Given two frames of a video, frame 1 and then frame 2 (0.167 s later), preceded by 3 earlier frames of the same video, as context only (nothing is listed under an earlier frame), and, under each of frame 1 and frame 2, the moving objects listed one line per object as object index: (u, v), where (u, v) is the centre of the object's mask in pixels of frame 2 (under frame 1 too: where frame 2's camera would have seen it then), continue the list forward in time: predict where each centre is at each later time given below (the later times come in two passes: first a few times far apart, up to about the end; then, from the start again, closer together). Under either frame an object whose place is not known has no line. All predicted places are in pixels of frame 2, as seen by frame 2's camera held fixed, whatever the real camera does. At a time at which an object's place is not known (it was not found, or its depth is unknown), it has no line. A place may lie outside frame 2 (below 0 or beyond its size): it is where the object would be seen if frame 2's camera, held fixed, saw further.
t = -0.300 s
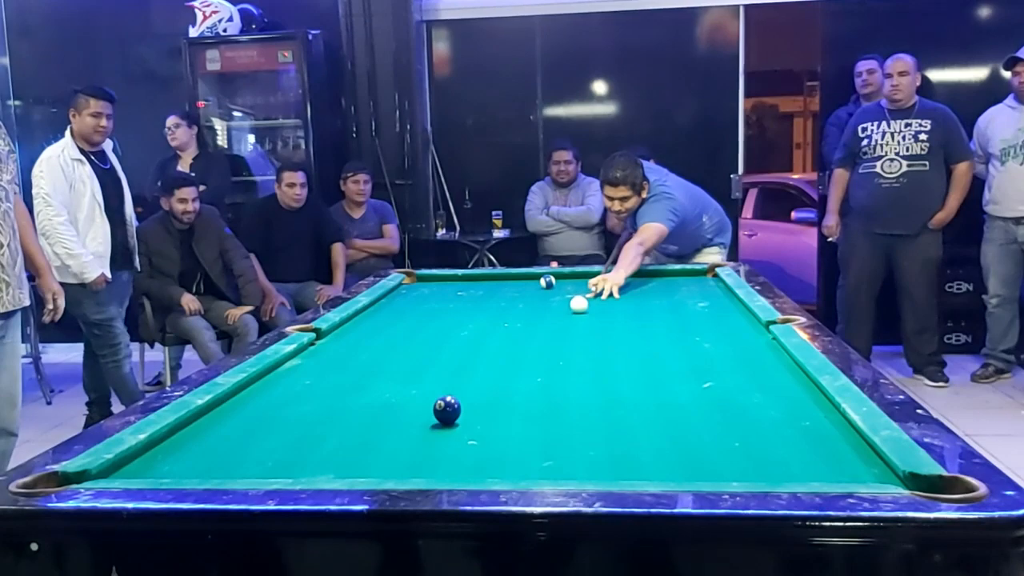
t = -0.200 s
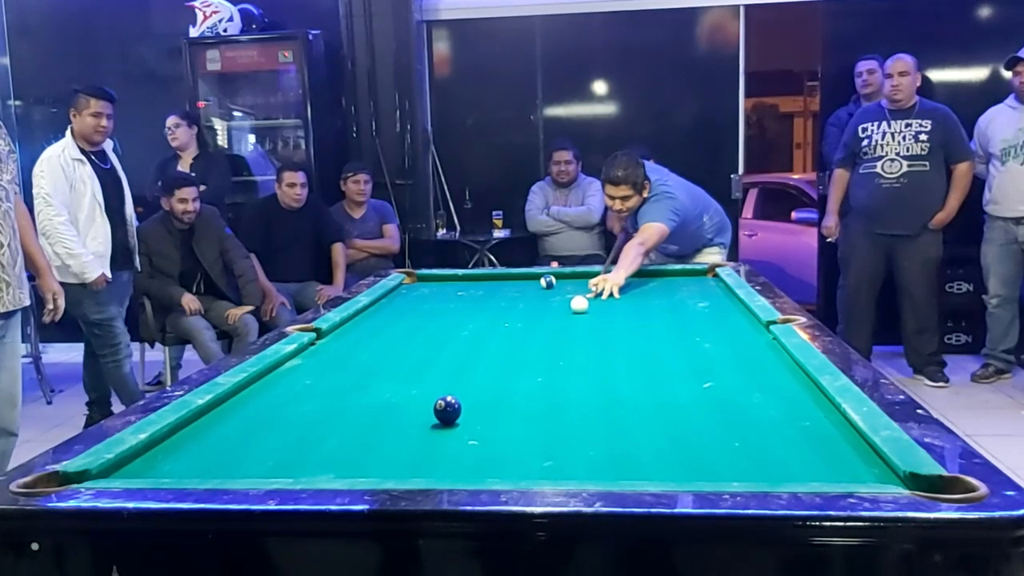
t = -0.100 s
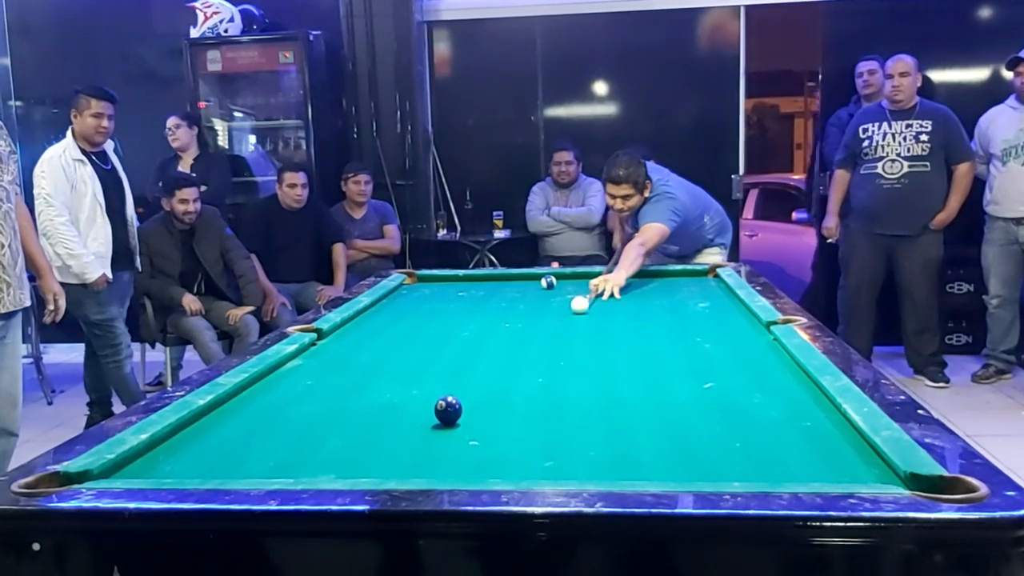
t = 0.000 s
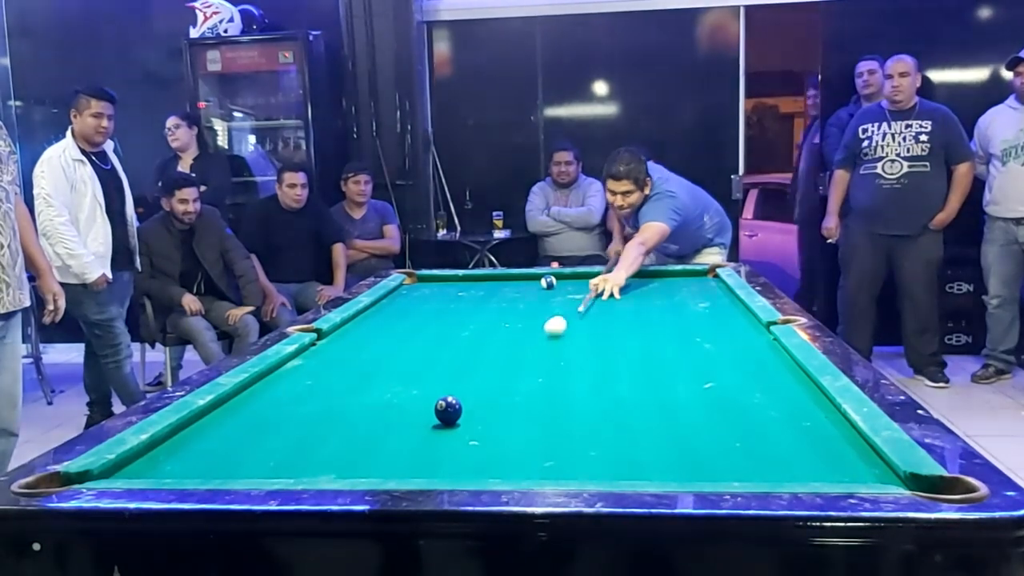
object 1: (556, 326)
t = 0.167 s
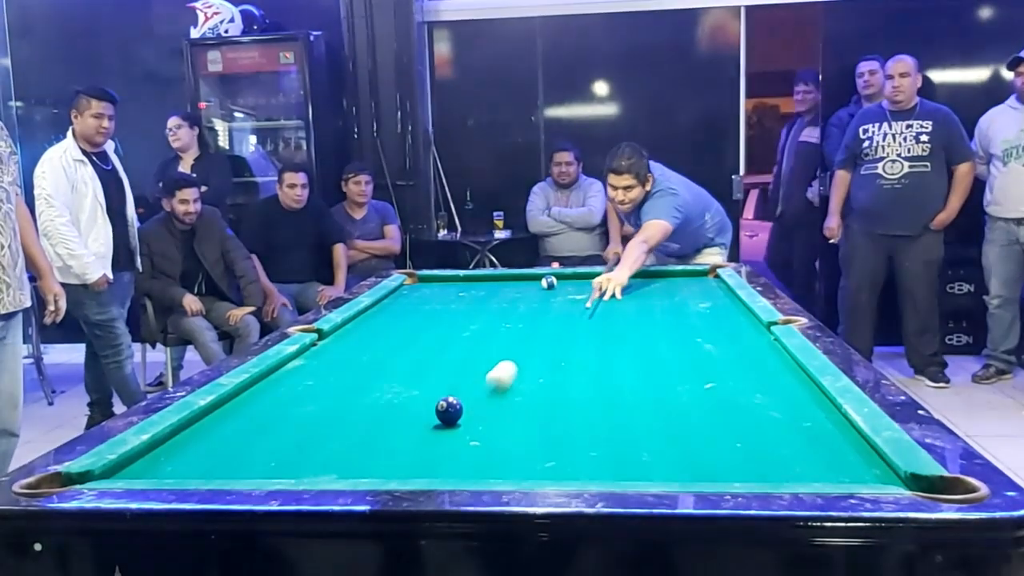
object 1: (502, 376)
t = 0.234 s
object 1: (477, 402)
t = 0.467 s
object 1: (610, 453)
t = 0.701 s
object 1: (777, 460)
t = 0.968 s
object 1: (769, 425)
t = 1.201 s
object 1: (659, 400)
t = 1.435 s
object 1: (569, 380)
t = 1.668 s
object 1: (498, 365)
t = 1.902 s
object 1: (439, 352)
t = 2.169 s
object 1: (385, 340)
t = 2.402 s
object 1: (345, 331)
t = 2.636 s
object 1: (368, 325)
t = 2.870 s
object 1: (398, 320)
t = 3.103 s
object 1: (424, 316)
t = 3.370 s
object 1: (450, 311)
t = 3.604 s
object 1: (469, 308)
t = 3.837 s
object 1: (486, 305)
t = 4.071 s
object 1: (500, 302)
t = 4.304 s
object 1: (513, 300)
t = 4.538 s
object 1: (523, 299)
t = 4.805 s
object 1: (531, 297)
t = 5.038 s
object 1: (536, 296)
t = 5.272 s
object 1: (539, 295)
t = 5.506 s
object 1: (540, 295)
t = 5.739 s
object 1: (541, 295)
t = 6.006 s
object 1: (541, 295)
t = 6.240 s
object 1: (541, 295)
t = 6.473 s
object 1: (541, 295)
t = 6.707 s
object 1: (541, 295)
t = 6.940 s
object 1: (541, 295)
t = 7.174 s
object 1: (541, 295)
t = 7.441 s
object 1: (541, 295)
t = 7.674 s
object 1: (540, 295)
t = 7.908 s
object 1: (540, 294)
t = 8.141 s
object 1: (540, 295)
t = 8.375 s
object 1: (540, 295)
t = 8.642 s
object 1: (540, 295)
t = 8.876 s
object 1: (541, 295)
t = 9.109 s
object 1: (541, 295)
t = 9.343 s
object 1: (540, 295)
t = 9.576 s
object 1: (541, 295)
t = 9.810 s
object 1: (541, 295)
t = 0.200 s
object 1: (488, 389)
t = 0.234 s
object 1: (477, 402)
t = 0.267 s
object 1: (492, 410)
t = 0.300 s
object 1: (512, 417)
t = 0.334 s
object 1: (531, 424)
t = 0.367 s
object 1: (551, 432)
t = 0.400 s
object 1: (571, 439)
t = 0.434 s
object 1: (590, 446)
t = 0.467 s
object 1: (610, 453)
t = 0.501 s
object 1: (632, 461)
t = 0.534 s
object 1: (653, 466)
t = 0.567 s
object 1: (676, 472)
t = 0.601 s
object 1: (704, 471)
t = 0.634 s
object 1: (729, 467)
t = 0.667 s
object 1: (753, 463)
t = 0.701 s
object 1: (777, 460)
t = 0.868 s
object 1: (829, 437)
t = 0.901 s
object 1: (807, 433)
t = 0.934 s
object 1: (787, 429)
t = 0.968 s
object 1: (769, 425)
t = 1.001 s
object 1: (752, 421)
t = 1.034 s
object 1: (735, 418)
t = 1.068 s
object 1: (718, 414)
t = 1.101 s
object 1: (702, 410)
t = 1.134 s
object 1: (688, 407)
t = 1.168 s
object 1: (673, 404)
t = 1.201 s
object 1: (659, 400)
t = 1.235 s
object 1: (644, 397)
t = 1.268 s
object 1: (632, 394)
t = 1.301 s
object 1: (617, 391)
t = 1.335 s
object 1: (604, 388)
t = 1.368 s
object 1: (592, 385)
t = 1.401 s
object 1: (580, 382)
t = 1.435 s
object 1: (569, 380)
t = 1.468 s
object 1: (558, 378)
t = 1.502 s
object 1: (548, 375)
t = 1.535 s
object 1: (537, 373)
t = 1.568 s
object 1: (527, 370)
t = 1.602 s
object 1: (517, 368)
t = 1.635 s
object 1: (508, 366)
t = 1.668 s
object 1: (498, 365)
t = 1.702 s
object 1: (488, 363)
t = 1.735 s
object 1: (480, 361)
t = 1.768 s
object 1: (471, 359)
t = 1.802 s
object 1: (462, 357)
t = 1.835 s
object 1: (454, 356)
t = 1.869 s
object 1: (446, 353)
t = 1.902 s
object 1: (439, 352)
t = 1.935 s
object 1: (431, 350)
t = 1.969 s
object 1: (424, 349)
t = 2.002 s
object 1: (417, 347)
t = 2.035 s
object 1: (410, 346)
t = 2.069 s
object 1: (403, 344)
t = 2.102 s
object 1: (397, 343)
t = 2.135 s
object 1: (390, 341)
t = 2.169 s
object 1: (385, 340)
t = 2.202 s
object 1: (379, 338)
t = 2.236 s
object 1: (373, 337)
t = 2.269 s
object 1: (367, 336)
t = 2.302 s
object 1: (361, 335)
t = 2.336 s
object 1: (355, 333)
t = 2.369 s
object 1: (350, 332)
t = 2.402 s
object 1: (345, 331)
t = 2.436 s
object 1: (340, 330)
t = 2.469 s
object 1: (343, 328)
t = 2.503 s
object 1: (349, 327)
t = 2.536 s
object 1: (354, 327)
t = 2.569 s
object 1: (358, 326)
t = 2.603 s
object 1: (363, 326)
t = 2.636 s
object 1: (368, 325)
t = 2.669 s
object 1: (372, 324)
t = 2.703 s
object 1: (376, 323)
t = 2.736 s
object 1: (381, 323)
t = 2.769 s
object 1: (385, 322)
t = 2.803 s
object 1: (390, 321)
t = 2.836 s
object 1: (393, 321)
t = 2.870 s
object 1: (398, 320)
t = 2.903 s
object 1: (401, 319)
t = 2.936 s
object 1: (405, 319)
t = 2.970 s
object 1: (409, 318)
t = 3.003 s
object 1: (413, 317)
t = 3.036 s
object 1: (417, 317)
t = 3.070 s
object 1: (420, 316)
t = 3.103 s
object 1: (424, 316)
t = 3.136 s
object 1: (427, 315)
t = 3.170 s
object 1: (431, 315)
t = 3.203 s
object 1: (434, 314)
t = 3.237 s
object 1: (437, 313)
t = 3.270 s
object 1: (440, 313)
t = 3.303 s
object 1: (444, 312)
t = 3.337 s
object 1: (447, 312)
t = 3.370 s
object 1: (450, 311)
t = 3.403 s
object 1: (453, 311)
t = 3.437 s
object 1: (455, 310)
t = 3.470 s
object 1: (458, 310)
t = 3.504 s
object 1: (461, 309)
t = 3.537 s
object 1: (464, 309)
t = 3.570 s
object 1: (467, 309)
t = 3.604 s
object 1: (469, 308)
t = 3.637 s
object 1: (472, 307)
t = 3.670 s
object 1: (474, 307)
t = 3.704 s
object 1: (477, 307)
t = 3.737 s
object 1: (479, 306)
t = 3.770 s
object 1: (482, 306)
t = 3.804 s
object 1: (484, 305)
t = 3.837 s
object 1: (486, 305)
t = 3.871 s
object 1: (488, 305)
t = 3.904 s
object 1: (490, 304)
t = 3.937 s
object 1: (493, 304)
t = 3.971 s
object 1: (495, 304)
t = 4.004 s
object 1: (497, 303)
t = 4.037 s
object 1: (498, 303)
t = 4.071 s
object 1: (500, 302)
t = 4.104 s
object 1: (502, 302)
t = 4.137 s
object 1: (504, 302)
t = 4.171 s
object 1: (506, 301)
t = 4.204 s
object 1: (508, 301)
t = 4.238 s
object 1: (509, 301)
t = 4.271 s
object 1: (511, 301)
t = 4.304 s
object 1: (513, 300)
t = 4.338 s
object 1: (514, 300)
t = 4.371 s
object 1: (516, 300)
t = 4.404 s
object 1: (517, 299)
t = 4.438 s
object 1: (518, 299)
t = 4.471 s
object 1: (520, 299)
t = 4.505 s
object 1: (521, 299)
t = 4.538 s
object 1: (523, 299)
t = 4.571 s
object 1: (524, 298)
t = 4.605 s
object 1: (525, 298)
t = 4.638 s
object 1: (526, 298)
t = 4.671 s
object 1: (527, 298)
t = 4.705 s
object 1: (528, 298)
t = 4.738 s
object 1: (529, 298)
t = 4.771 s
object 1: (530, 297)
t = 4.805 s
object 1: (531, 297)
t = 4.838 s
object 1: (532, 297)
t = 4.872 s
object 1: (533, 297)
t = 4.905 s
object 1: (533, 297)
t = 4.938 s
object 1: (534, 296)
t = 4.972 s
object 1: (535, 296)
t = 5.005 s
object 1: (536, 296)
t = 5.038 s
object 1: (536, 296)
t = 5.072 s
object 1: (537, 296)
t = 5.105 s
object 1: (537, 296)
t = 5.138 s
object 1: (538, 296)
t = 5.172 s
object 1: (538, 296)
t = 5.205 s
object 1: (538, 295)
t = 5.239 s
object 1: (539, 295)
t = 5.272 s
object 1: (539, 295)
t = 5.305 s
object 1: (540, 295)
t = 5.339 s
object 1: (540, 295)
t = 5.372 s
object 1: (540, 295)
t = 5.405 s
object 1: (540, 295)
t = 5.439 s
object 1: (540, 295)
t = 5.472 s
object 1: (541, 295)
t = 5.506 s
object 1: (540, 295)
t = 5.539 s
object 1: (541, 295)
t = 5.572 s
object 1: (541, 295)
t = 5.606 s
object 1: (541, 295)
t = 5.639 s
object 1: (541, 295)
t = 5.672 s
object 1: (541, 295)
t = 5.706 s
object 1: (541, 295)
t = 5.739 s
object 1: (541, 295)
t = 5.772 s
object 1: (541, 295)
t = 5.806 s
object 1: (541, 295)
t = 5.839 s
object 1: (541, 295)
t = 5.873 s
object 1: (541, 295)
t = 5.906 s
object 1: (541, 295)
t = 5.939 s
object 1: (540, 295)
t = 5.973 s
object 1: (540, 295)
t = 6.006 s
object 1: (541, 295)
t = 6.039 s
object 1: (541, 295)
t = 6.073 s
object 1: (541, 295)
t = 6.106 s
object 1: (541, 295)
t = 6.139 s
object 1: (541, 295)
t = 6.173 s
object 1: (541, 295)
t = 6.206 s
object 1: (541, 295)
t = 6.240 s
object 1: (541, 295)
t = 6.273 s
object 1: (540, 294)
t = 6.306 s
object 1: (541, 295)
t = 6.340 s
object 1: (541, 295)
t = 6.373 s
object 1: (541, 295)
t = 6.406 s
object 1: (541, 295)
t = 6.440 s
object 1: (541, 295)
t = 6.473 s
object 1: (541, 295)
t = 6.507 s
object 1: (541, 295)
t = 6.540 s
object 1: (541, 295)
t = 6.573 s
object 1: (541, 295)
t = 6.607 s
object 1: (541, 295)
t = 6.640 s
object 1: (541, 295)
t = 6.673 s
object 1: (541, 295)
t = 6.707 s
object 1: (541, 295)
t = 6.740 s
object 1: (541, 295)
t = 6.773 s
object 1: (541, 295)
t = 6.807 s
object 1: (541, 295)
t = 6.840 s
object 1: (540, 295)
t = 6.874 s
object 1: (541, 295)
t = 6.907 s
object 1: (541, 295)
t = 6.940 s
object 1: (541, 295)
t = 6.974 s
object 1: (541, 295)
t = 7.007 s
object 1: (541, 295)
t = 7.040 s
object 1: (541, 295)
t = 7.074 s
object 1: (540, 295)
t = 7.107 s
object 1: (540, 295)
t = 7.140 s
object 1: (540, 295)
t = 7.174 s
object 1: (541, 295)
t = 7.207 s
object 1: (541, 295)
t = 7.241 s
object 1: (540, 295)
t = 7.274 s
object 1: (541, 295)
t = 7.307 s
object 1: (541, 295)
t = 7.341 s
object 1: (541, 295)
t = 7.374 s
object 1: (540, 295)
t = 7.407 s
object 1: (540, 295)
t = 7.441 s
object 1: (541, 295)
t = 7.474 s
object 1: (540, 295)
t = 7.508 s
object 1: (540, 295)
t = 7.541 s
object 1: (541, 295)
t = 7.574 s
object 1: (541, 295)
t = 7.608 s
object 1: (541, 295)
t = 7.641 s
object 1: (541, 295)
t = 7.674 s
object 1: (540, 295)
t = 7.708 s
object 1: (540, 294)
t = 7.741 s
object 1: (540, 294)
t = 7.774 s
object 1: (540, 294)
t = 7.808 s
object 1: (540, 294)
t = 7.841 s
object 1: (540, 295)
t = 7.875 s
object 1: (540, 295)
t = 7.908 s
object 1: (540, 294)
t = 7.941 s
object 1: (541, 295)
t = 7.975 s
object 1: (540, 295)
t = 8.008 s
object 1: (540, 295)
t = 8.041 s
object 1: (540, 295)
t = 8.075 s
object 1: (540, 295)
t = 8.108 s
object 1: (541, 295)
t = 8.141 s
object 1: (540, 295)
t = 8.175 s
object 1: (540, 295)
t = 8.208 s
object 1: (541, 295)
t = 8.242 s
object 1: (540, 295)
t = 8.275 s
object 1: (540, 295)
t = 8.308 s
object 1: (541, 295)
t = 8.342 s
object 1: (540, 295)
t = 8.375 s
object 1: (540, 295)
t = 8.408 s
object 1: (541, 295)
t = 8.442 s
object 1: (541, 295)
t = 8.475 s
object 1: (540, 295)
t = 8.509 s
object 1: (541, 295)
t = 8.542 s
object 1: (540, 295)
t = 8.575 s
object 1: (541, 295)
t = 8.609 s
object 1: (541, 295)
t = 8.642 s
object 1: (540, 295)
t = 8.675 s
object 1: (541, 295)
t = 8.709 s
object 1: (541, 295)
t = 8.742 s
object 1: (541, 295)
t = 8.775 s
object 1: (540, 295)
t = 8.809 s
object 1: (541, 295)
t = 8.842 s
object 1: (540, 295)
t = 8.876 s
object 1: (541, 295)
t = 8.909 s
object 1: (541, 295)
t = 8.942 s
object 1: (541, 295)
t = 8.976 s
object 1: (541, 295)
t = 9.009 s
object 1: (541, 295)
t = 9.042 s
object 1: (541, 295)
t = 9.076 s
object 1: (540, 295)
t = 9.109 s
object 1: (541, 295)
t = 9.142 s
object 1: (540, 295)
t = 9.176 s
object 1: (541, 295)
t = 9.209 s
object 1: (541, 295)
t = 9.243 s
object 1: (540, 295)
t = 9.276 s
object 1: (541, 295)
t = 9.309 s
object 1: (540, 295)
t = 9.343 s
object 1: (540, 295)
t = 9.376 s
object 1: (541, 295)
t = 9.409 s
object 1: (540, 295)
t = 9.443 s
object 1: (540, 295)
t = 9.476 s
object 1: (540, 295)
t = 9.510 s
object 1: (540, 295)
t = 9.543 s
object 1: (541, 295)
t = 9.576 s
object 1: (541, 295)
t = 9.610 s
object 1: (540, 295)
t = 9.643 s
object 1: (540, 295)
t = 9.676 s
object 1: (540, 295)
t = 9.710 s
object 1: (540, 295)
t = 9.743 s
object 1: (540, 295)
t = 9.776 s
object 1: (541, 295)
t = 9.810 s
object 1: (541, 295)
